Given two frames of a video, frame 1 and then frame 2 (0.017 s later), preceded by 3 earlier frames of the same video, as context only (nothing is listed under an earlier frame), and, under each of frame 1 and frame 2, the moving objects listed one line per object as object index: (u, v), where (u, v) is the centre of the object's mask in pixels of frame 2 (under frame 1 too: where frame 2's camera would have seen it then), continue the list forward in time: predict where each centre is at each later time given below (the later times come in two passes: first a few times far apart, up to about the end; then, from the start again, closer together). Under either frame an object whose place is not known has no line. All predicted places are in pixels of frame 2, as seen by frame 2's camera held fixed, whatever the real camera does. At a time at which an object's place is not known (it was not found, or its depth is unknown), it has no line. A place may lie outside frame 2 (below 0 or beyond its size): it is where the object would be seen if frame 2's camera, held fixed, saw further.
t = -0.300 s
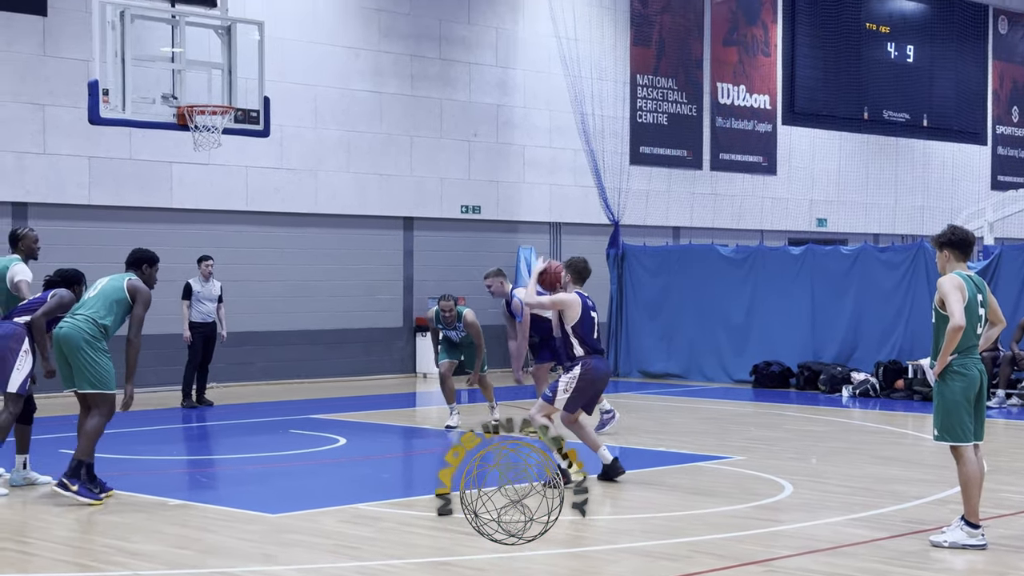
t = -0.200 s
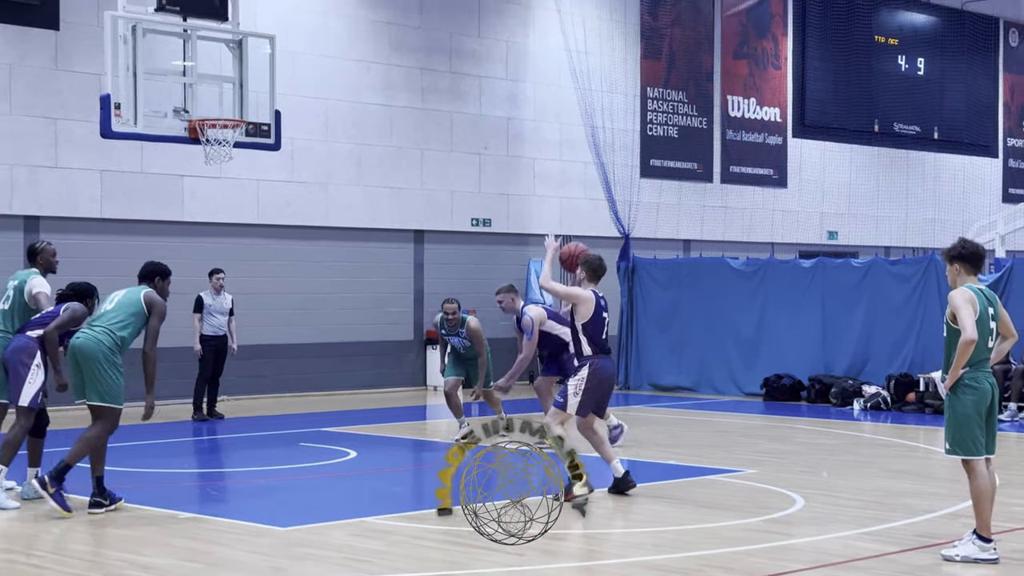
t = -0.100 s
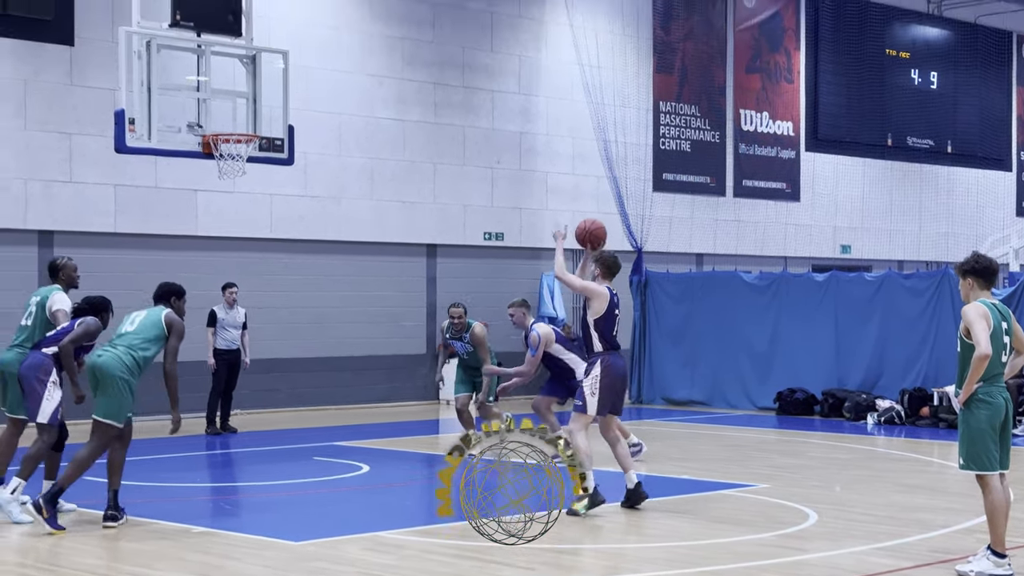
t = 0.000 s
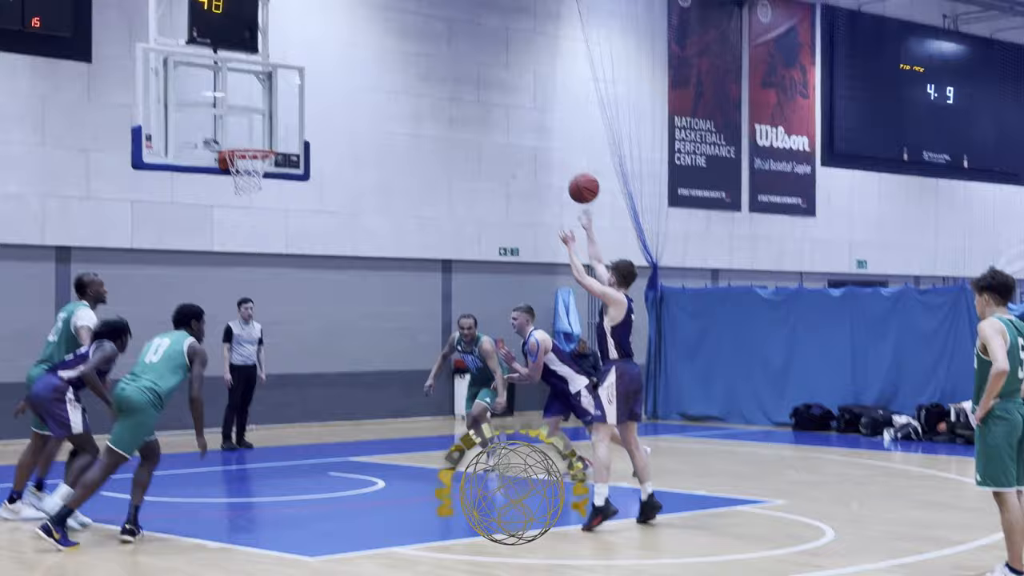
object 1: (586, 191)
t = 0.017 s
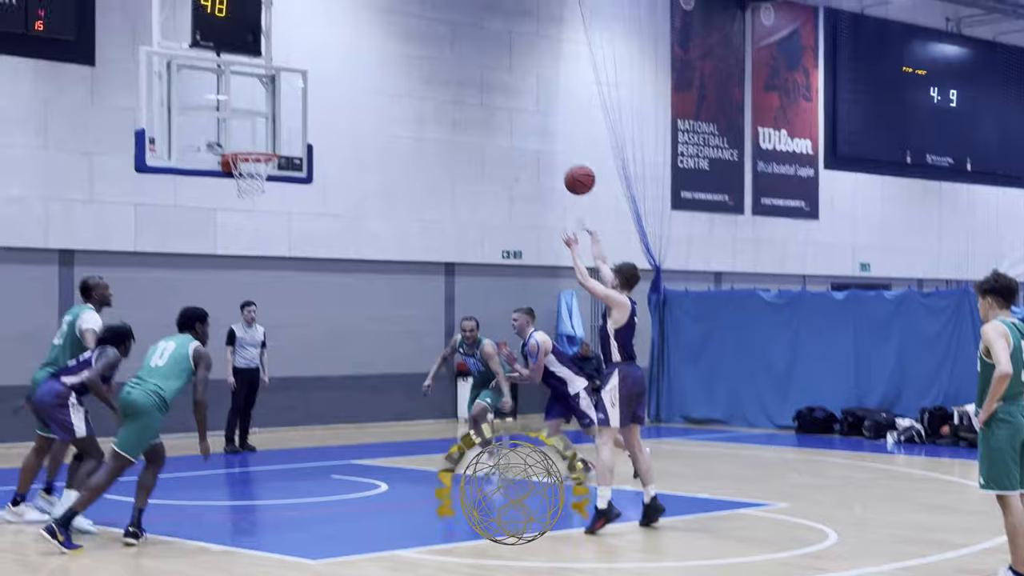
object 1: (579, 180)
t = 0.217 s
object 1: (500, 74)
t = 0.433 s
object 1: (420, 22)
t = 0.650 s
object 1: (347, 24)
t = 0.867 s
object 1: (281, 77)
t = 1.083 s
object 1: (233, 125)
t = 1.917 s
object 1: (263, 197)
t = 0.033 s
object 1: (572, 168)
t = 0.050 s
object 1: (566, 158)
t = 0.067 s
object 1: (559, 147)
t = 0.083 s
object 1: (552, 138)
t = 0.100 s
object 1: (545, 128)
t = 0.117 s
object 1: (538, 119)
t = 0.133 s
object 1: (531, 111)
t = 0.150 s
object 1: (525, 103)
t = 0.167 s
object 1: (518, 95)
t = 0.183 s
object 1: (512, 88)
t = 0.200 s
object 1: (505, 81)
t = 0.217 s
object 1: (500, 74)
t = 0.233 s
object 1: (493, 68)
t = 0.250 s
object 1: (486, 62)
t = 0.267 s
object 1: (480, 57)
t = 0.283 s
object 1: (474, 52)
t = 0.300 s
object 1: (468, 48)
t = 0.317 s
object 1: (461, 42)
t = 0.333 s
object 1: (455, 38)
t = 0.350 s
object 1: (449, 34)
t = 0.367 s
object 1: (443, 31)
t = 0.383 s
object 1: (437, 29)
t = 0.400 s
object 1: (432, 25)
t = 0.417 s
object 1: (426, 24)
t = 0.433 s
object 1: (420, 22)
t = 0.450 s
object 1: (414, 20)
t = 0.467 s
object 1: (408, 18)
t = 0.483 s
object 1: (403, 17)
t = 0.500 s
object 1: (397, 16)
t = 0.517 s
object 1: (391, 16)
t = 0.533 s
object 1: (385, 16)
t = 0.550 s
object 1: (380, 16)
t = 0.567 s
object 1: (375, 16)
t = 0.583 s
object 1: (369, 17)
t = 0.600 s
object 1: (364, 19)
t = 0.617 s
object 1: (358, 20)
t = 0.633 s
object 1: (353, 22)
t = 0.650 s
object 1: (347, 24)
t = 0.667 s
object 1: (342, 26)
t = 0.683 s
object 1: (337, 29)
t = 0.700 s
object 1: (331, 32)
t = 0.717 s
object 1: (326, 35)
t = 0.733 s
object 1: (321, 38)
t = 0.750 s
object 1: (316, 42)
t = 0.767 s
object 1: (311, 46)
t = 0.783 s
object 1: (306, 51)
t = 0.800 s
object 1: (301, 55)
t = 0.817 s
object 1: (296, 60)
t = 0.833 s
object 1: (291, 65)
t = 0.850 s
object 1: (286, 71)
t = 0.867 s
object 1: (281, 77)
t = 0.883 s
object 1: (276, 83)
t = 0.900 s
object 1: (271, 89)
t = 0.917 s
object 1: (267, 95)
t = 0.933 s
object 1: (262, 102)
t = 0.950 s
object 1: (257, 109)
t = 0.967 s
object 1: (252, 116)
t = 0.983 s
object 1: (247, 124)
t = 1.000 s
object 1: (243, 131)
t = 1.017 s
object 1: (238, 140)
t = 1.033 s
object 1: (235, 145)
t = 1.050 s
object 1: (234, 139)
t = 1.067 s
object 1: (234, 132)
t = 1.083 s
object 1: (233, 125)
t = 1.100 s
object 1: (232, 118)
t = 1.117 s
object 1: (232, 113)
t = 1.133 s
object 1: (233, 108)
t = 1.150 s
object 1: (234, 105)
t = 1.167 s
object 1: (234, 100)
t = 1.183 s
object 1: (235, 96)
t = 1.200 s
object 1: (236, 93)
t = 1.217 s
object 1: (237, 90)
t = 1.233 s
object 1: (238, 84)
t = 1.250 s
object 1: (238, 84)
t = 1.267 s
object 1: (239, 81)
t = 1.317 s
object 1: (241, 77)
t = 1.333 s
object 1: (242, 76)
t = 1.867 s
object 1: (266, 184)
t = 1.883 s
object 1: (265, 188)
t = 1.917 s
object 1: (263, 197)
